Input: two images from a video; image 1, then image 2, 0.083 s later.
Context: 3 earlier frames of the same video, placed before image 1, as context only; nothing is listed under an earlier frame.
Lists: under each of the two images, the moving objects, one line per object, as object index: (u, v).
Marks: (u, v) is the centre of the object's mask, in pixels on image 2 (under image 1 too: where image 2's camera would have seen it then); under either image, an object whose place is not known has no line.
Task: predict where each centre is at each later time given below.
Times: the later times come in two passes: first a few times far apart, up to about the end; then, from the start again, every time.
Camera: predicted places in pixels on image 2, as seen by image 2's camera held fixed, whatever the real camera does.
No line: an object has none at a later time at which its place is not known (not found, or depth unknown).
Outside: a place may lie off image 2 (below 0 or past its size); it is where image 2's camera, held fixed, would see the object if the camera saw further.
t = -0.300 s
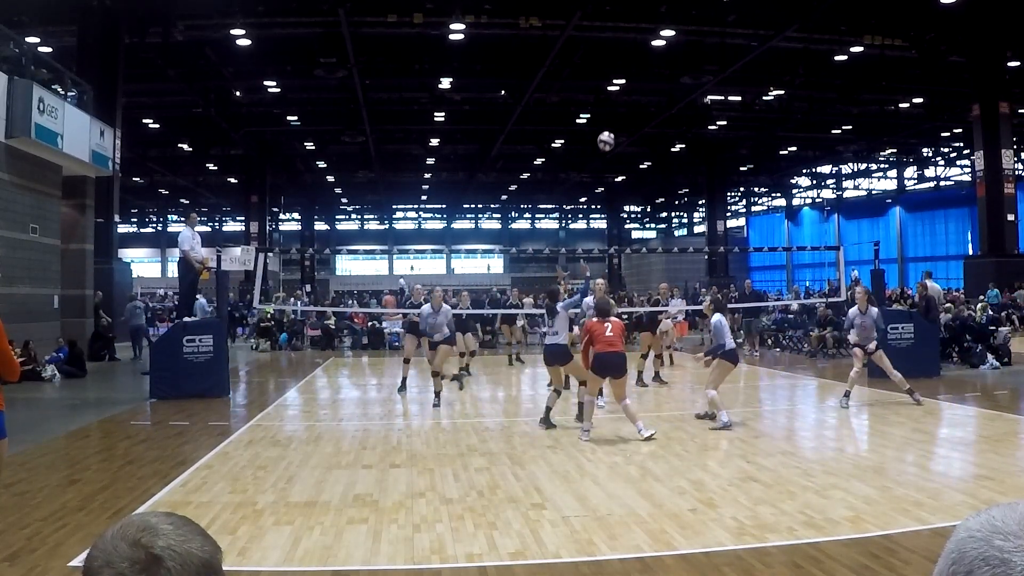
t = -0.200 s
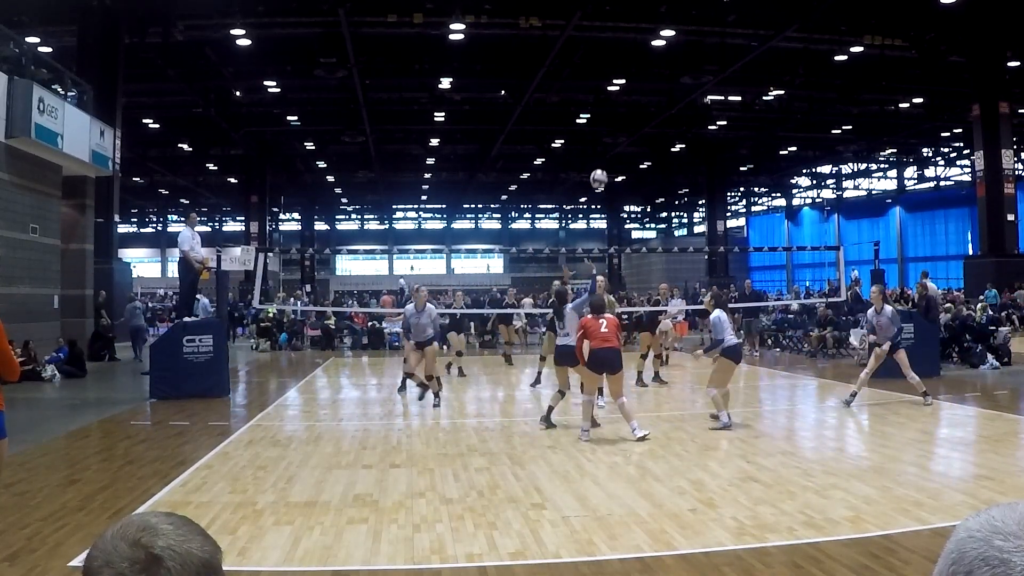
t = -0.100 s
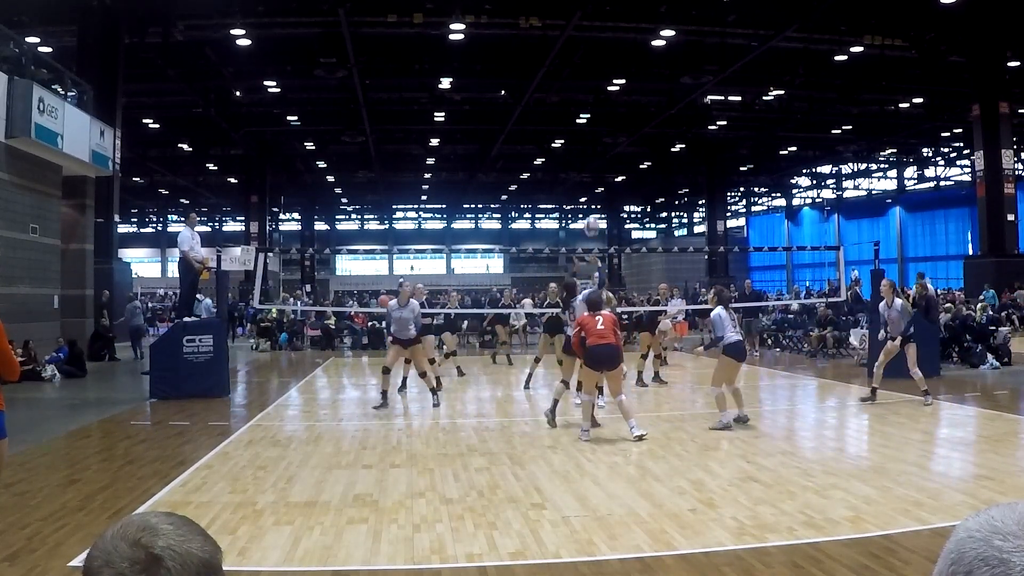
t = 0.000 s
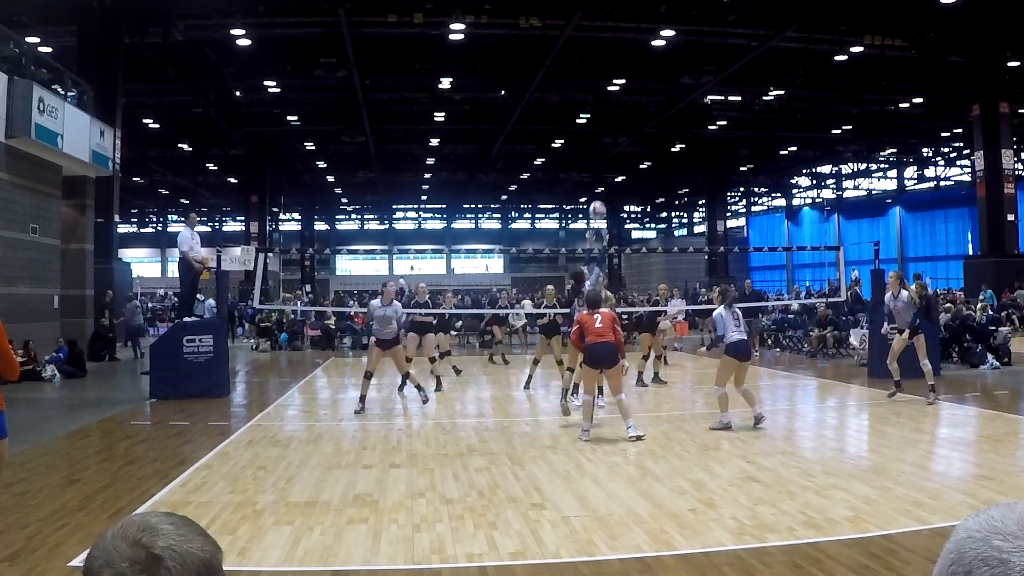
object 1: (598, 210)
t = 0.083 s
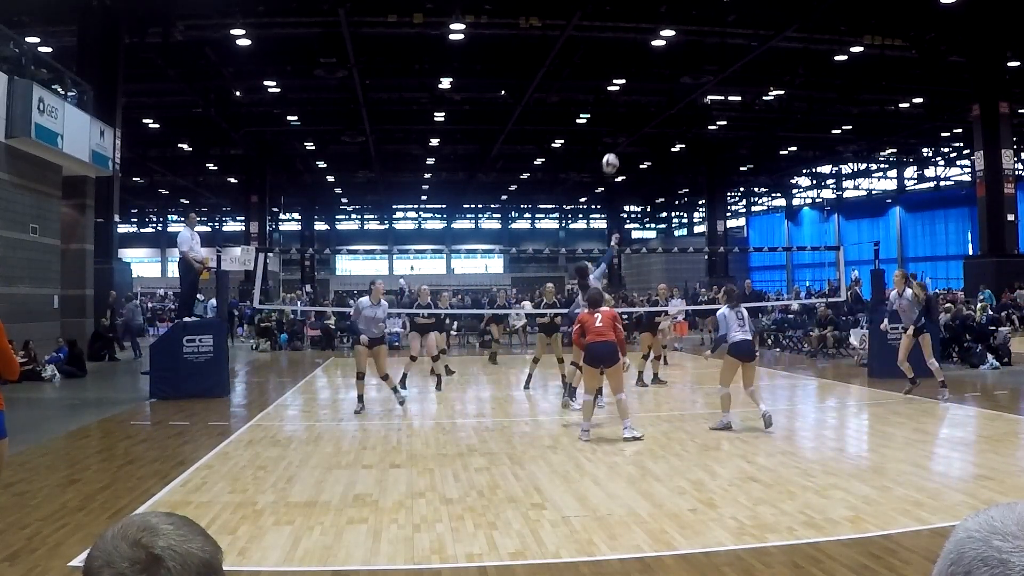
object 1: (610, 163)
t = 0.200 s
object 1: (628, 109)
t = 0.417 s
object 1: (657, 44)
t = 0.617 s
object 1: (682, 19)
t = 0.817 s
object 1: (707, 24)
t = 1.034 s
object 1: (734, 59)
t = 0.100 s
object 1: (613, 155)
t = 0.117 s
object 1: (615, 147)
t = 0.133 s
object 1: (618, 138)
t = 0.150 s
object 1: (621, 131)
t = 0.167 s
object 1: (623, 123)
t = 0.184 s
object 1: (625, 116)
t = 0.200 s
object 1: (628, 109)
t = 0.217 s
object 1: (630, 103)
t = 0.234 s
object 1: (633, 96)
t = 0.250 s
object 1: (635, 90)
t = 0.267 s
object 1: (637, 84)
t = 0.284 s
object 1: (639, 79)
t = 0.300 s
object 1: (642, 74)
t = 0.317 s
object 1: (644, 69)
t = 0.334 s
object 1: (646, 64)
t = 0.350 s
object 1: (648, 60)
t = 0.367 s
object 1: (650, 55)
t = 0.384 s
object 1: (652, 52)
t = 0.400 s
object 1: (654, 48)
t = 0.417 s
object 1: (657, 44)
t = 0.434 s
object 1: (658, 41)
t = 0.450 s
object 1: (661, 38)
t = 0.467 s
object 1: (663, 35)
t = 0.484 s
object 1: (665, 32)
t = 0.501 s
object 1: (668, 30)
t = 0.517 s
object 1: (670, 28)
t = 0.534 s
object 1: (672, 25)
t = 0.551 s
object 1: (674, 23)
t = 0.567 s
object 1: (676, 22)
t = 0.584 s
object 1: (678, 21)
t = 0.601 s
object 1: (680, 20)
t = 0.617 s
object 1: (682, 19)
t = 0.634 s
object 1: (684, 18)
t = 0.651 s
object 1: (687, 18)
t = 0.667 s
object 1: (689, 17)
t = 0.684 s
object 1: (691, 18)
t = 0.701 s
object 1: (693, 18)
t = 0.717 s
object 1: (695, 18)
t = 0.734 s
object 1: (697, 18)
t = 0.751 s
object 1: (699, 19)
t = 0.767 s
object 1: (701, 20)
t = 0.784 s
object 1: (703, 21)
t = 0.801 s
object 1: (705, 22)
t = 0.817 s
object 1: (707, 24)
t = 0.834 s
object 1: (709, 25)
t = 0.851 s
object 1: (711, 27)
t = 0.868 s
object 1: (713, 29)
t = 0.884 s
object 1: (715, 31)
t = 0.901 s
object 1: (717, 34)
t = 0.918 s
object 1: (720, 36)
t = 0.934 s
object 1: (721, 39)
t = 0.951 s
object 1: (724, 42)
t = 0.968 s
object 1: (726, 45)
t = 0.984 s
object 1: (728, 48)
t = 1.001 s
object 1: (730, 51)
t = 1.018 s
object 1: (732, 55)
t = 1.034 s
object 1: (734, 59)
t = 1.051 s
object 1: (736, 63)
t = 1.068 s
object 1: (738, 67)
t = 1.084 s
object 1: (740, 71)
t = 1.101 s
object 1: (742, 76)
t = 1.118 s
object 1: (744, 80)
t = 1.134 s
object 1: (746, 85)
